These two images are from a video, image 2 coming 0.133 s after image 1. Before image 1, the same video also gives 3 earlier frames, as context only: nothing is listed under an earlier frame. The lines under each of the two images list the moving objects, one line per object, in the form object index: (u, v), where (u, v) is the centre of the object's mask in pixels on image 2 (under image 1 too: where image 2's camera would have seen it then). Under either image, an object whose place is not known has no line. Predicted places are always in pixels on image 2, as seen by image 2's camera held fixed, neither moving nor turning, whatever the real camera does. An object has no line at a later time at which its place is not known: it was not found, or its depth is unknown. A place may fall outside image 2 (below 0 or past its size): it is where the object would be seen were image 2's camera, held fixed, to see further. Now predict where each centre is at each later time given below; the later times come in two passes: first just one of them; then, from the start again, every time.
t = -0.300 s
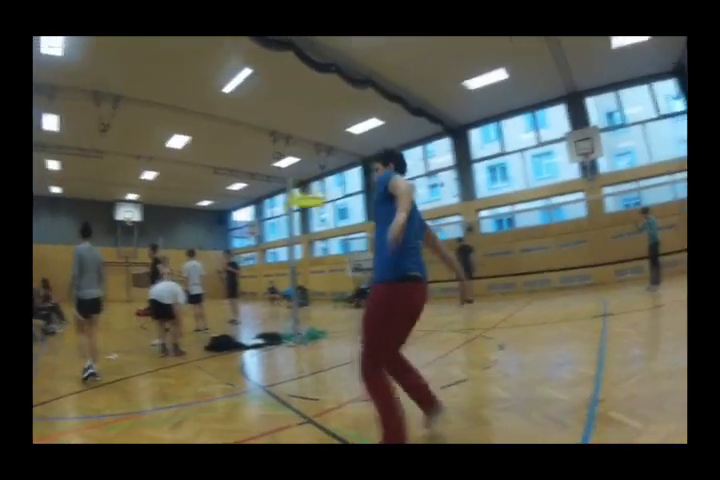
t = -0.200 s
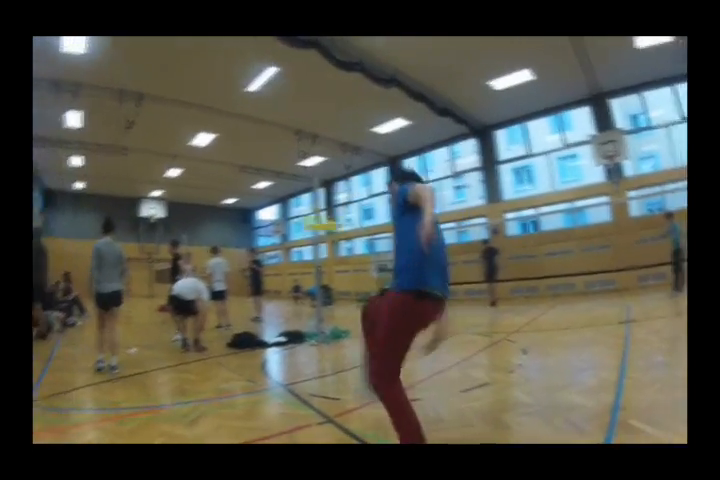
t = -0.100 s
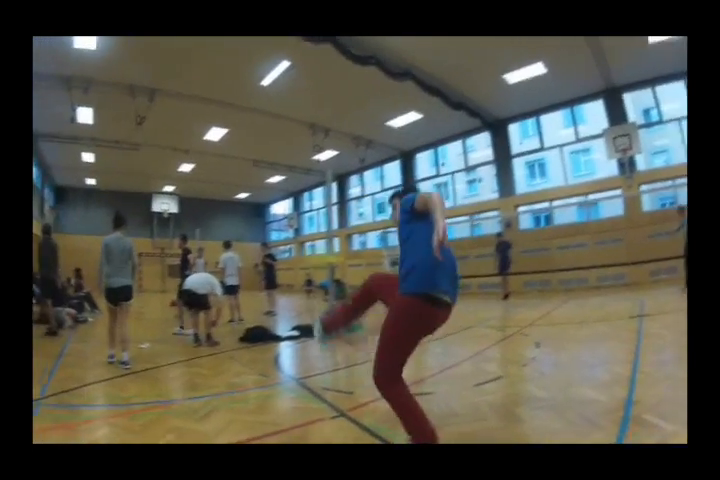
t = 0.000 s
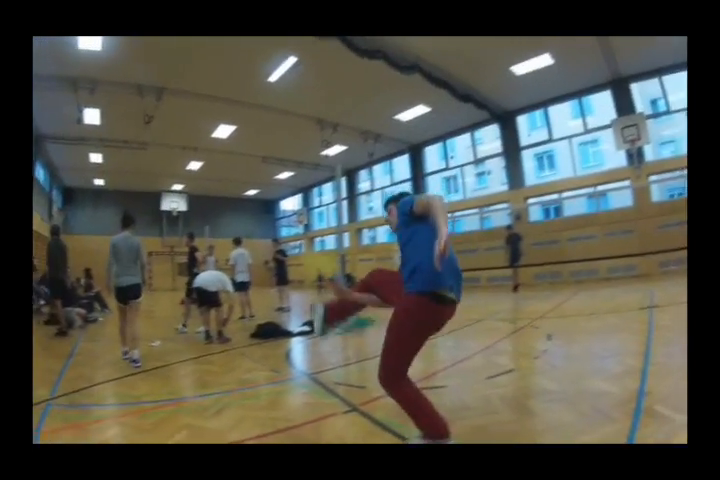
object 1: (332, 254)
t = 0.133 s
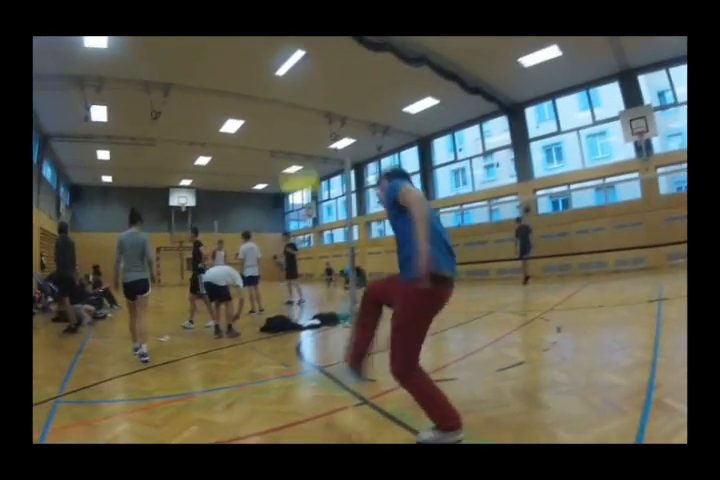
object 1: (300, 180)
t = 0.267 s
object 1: (278, 146)
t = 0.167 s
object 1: (295, 171)
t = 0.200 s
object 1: (287, 159)
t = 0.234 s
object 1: (284, 152)
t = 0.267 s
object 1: (278, 146)
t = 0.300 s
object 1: (273, 142)
